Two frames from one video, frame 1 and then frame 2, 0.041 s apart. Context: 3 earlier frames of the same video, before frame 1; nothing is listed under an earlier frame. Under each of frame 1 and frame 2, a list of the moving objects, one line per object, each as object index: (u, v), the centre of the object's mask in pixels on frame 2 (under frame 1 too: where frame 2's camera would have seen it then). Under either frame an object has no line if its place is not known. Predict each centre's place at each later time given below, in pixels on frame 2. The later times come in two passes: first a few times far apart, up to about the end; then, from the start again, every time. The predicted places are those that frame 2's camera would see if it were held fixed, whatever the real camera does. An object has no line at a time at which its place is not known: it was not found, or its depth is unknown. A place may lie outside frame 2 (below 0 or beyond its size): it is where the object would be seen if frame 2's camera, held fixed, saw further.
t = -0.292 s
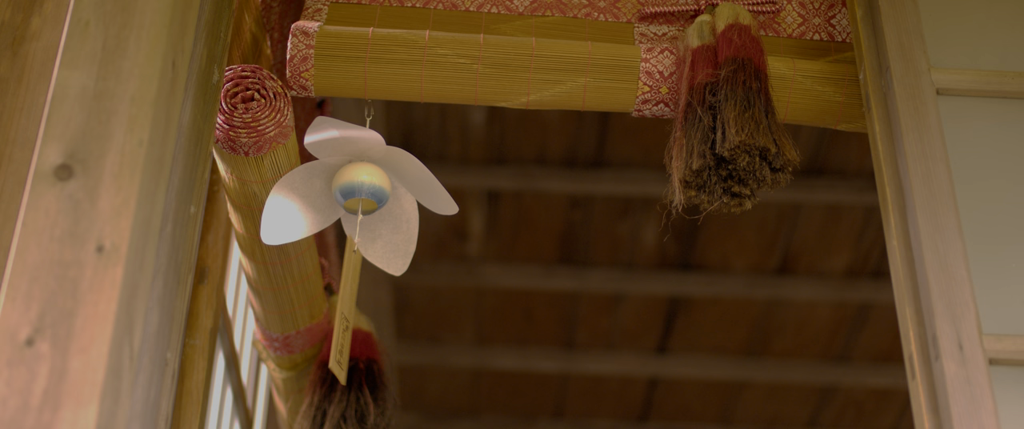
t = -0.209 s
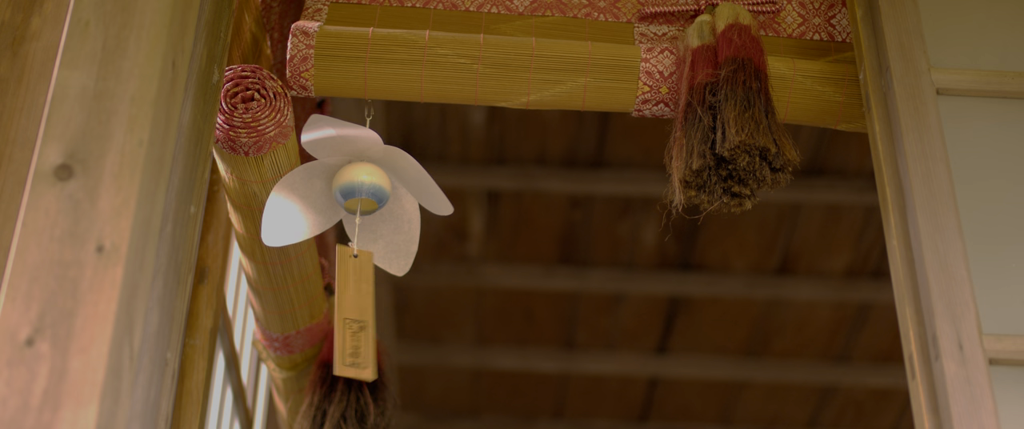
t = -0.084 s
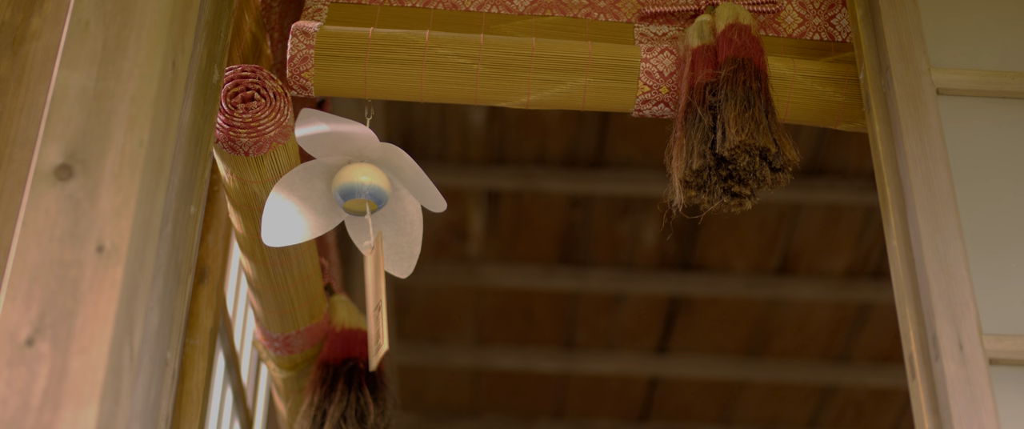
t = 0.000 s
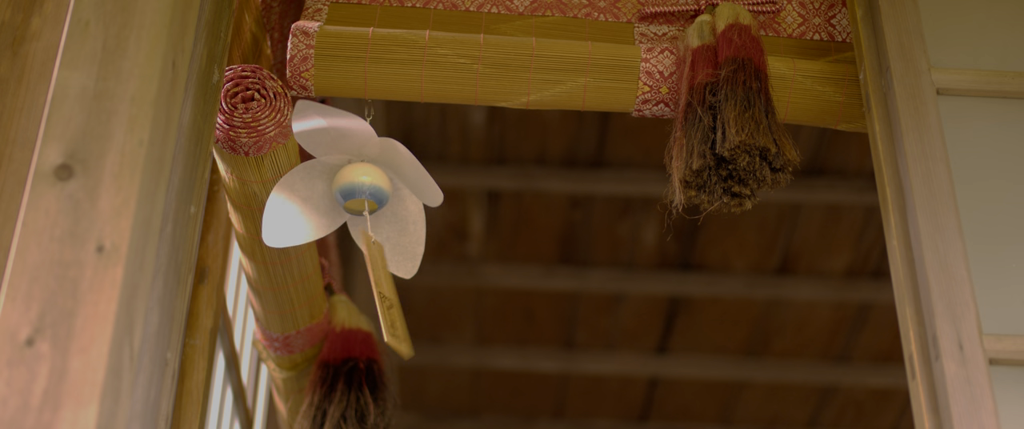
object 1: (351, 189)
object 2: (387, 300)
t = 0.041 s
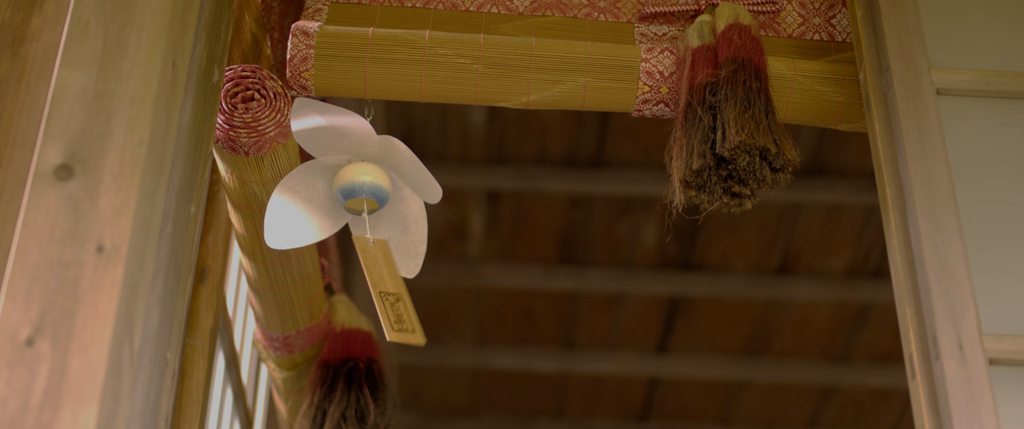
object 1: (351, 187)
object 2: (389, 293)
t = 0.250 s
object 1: (362, 193)
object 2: (365, 300)
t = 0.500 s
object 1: (354, 199)
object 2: (332, 317)
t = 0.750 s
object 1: (353, 199)
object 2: (359, 310)
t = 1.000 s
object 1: (365, 190)
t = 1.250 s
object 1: (354, 198)
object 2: (328, 313)
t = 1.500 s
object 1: (356, 195)
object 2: (328, 309)
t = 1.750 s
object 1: (362, 192)
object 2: (365, 306)
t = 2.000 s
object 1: (362, 194)
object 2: (346, 316)
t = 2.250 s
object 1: (360, 195)
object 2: (320, 303)
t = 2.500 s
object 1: (362, 191)
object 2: (338, 283)
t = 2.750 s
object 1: (362, 194)
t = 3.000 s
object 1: (370, 193)
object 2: (314, 298)
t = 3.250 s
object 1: (368, 193)
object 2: (338, 292)
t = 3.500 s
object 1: (359, 191)
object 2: (327, 289)
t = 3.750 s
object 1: (359, 191)
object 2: (318, 292)
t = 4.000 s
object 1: (363, 190)
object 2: (329, 281)
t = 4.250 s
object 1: (352, 193)
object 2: (347, 286)
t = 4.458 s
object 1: (353, 195)
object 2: (335, 303)
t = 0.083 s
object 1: (352, 186)
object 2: (390, 290)
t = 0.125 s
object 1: (354, 187)
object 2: (389, 290)
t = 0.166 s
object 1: (357, 189)
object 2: (384, 292)
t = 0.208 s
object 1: (360, 191)
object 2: (376, 296)
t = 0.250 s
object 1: (362, 193)
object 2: (365, 300)
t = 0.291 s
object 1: (362, 194)
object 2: (350, 308)
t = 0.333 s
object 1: (362, 196)
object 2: (340, 311)
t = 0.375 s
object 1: (361, 196)
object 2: (333, 312)
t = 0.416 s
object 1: (360, 197)
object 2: (330, 314)
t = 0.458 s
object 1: (357, 198)
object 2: (331, 316)
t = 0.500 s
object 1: (354, 199)
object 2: (332, 317)
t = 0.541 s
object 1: (351, 199)
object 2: (335, 318)
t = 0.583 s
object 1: (350, 199)
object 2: (339, 317)
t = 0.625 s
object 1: (349, 200)
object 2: (344, 315)
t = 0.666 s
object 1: (350, 200)
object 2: (349, 314)
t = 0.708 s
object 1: (351, 200)
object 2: (355, 311)
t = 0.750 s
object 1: (353, 199)
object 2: (359, 310)
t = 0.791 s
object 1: (356, 198)
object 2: (363, 311)
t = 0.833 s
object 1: (358, 196)
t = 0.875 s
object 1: (361, 194)
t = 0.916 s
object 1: (363, 193)
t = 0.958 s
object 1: (365, 191)
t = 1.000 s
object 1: (365, 190)
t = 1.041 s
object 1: (363, 191)
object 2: (355, 310)
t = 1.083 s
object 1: (362, 192)
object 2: (349, 312)
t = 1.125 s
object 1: (359, 195)
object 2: (343, 312)
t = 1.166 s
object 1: (356, 197)
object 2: (337, 312)
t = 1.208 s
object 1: (355, 197)
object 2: (332, 312)
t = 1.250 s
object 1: (354, 198)
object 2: (328, 313)
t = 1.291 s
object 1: (354, 198)
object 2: (323, 313)
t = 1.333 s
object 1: (354, 198)
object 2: (320, 312)
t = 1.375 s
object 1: (355, 196)
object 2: (319, 310)
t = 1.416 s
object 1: (355, 196)
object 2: (320, 309)
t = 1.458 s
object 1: (356, 195)
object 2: (323, 308)
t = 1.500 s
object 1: (356, 195)
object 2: (328, 309)
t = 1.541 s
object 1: (357, 196)
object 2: (336, 318)
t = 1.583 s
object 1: (359, 193)
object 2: (344, 311)
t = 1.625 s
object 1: (361, 191)
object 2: (351, 308)
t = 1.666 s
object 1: (362, 190)
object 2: (357, 307)
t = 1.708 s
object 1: (362, 190)
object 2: (361, 306)
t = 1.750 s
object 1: (362, 192)
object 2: (365, 306)
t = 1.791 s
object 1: (362, 195)
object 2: (367, 309)
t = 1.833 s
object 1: (363, 196)
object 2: (365, 315)
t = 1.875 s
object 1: (362, 195)
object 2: (362, 313)
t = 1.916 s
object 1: (362, 194)
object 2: (358, 314)
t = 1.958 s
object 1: (362, 193)
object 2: (352, 315)
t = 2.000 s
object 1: (362, 194)
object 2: (346, 316)
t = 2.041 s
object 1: (362, 196)
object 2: (340, 319)
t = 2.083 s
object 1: (361, 197)
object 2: (332, 321)
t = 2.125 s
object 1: (362, 194)
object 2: (329, 314)
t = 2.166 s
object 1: (361, 193)
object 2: (325, 310)
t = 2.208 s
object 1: (361, 194)
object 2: (322, 307)
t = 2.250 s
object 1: (360, 195)
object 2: (320, 303)
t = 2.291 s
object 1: (360, 195)
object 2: (321, 304)
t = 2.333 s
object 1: (361, 193)
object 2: (324, 298)
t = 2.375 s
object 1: (361, 191)
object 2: (325, 293)
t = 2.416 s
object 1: (361, 192)
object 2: (327, 288)
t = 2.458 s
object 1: (361, 194)
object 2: (332, 289)
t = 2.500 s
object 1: (362, 191)
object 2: (338, 283)
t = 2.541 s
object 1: (362, 190)
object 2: (340, 281)
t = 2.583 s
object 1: (363, 190)
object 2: (343, 281)
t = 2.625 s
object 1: (362, 193)
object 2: (345, 287)
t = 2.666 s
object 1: (362, 191)
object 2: (345, 293)
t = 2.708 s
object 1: (362, 192)
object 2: (340, 295)
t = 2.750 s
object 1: (362, 194)
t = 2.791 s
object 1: (362, 194)
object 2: (327, 303)
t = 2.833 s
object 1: (363, 194)
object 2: (322, 302)
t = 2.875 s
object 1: (365, 195)
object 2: (319, 300)
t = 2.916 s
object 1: (367, 194)
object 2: (317, 300)
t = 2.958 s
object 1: (369, 194)
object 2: (314, 300)
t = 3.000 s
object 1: (370, 193)
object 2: (314, 298)
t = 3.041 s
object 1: (371, 194)
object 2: (317, 299)
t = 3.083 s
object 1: (372, 195)
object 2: (322, 296)
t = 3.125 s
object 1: (372, 195)
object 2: (326, 293)
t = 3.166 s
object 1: (371, 195)
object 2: (334, 293)
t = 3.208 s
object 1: (370, 194)
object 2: (337, 295)
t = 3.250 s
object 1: (368, 193)
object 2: (338, 292)
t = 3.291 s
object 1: (365, 192)
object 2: (340, 297)
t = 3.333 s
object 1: (363, 190)
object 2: (339, 292)
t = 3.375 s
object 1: (360, 190)
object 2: (337, 289)
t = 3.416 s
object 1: (359, 190)
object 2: (334, 294)
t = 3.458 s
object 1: (359, 189)
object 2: (331, 290)
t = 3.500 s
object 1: (359, 191)
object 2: (327, 289)
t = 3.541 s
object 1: (358, 191)
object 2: (321, 292)
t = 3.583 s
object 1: (358, 190)
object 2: (319, 288)
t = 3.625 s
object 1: (357, 191)
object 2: (318, 286)
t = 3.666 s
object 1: (357, 193)
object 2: (318, 290)
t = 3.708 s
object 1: (358, 192)
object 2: (319, 293)
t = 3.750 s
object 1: (359, 191)
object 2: (318, 292)
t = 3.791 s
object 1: (360, 194)
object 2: (318, 293)
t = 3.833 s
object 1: (360, 193)
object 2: (323, 297)
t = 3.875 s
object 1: (362, 190)
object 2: (324, 292)
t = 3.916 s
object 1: (362, 191)
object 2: (325, 288)
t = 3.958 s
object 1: (361, 194)
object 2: (327, 292)
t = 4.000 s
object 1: (363, 190)
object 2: (329, 281)
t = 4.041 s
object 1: (362, 191)
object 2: (328, 277)
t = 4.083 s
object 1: (359, 194)
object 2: (334, 275)
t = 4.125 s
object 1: (358, 191)
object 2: (338, 274)
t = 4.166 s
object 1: (356, 192)
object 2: (341, 274)
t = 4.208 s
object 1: (353, 194)
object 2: (345, 286)
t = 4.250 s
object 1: (352, 193)
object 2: (347, 286)
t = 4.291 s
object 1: (351, 192)
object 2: (345, 289)
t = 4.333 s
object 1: (351, 193)
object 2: (344, 293)
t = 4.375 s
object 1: (351, 193)
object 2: (343, 304)
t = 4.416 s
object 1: (352, 194)
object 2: (340, 303)
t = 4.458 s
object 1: (353, 195)
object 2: (335, 303)
